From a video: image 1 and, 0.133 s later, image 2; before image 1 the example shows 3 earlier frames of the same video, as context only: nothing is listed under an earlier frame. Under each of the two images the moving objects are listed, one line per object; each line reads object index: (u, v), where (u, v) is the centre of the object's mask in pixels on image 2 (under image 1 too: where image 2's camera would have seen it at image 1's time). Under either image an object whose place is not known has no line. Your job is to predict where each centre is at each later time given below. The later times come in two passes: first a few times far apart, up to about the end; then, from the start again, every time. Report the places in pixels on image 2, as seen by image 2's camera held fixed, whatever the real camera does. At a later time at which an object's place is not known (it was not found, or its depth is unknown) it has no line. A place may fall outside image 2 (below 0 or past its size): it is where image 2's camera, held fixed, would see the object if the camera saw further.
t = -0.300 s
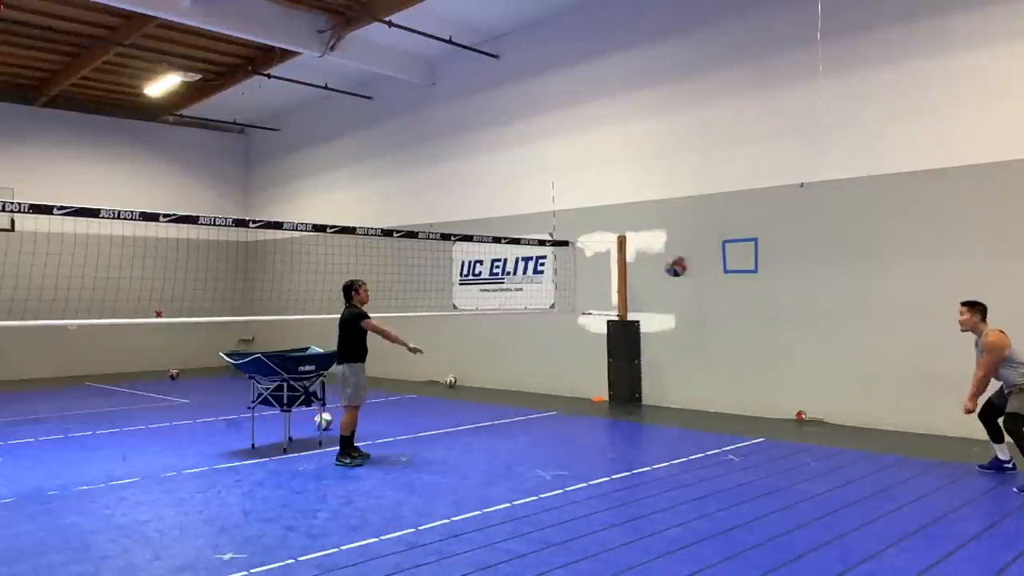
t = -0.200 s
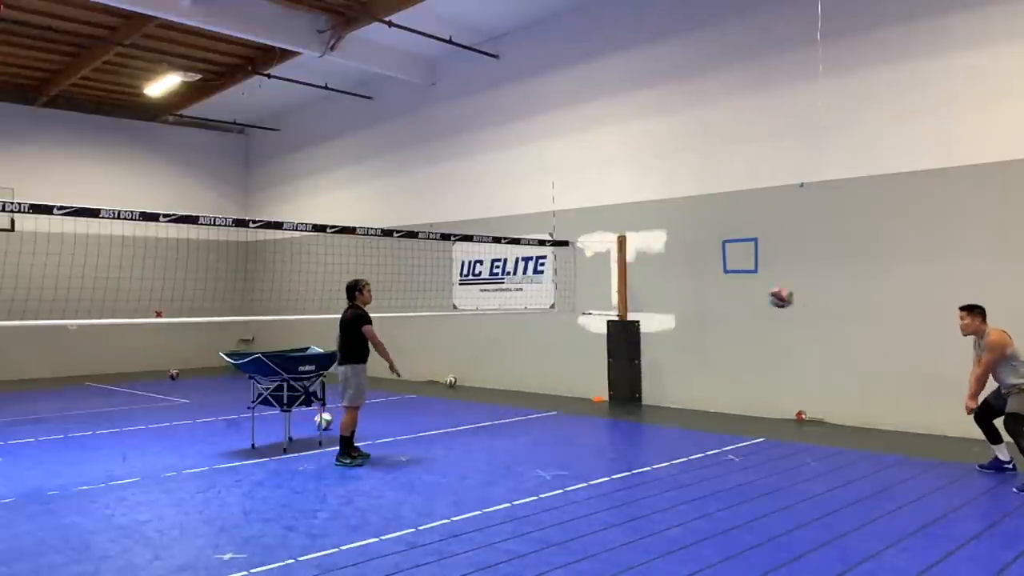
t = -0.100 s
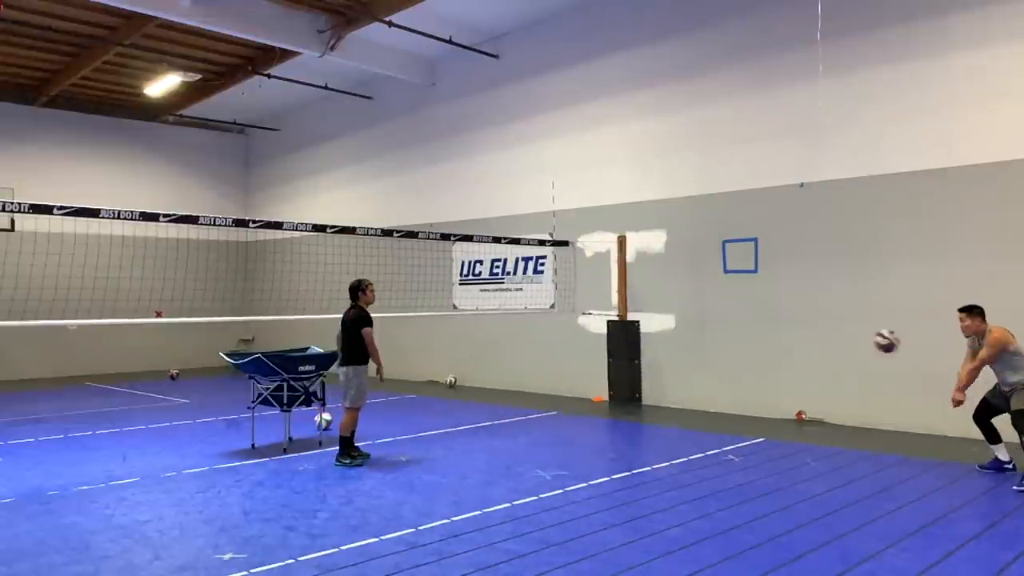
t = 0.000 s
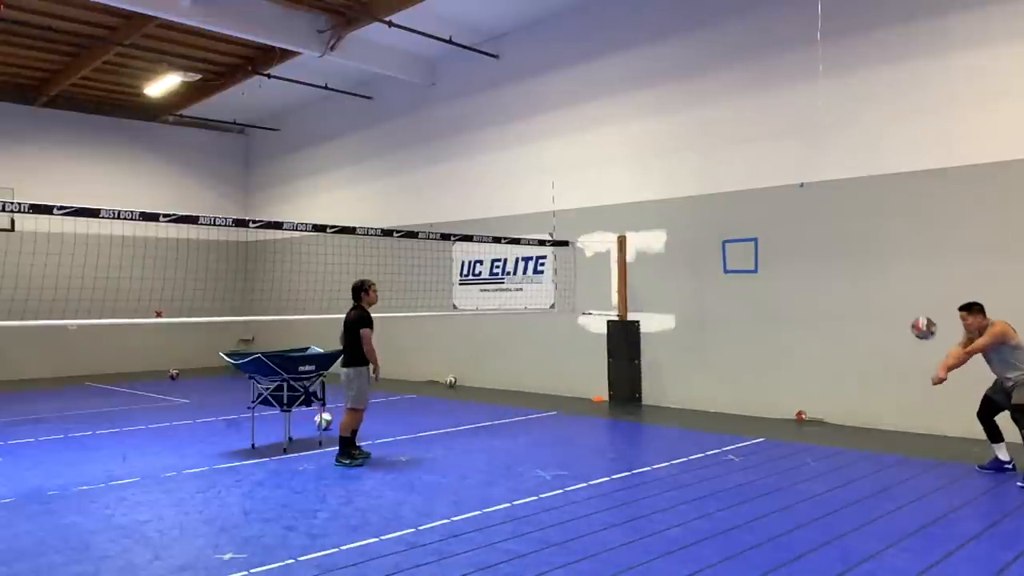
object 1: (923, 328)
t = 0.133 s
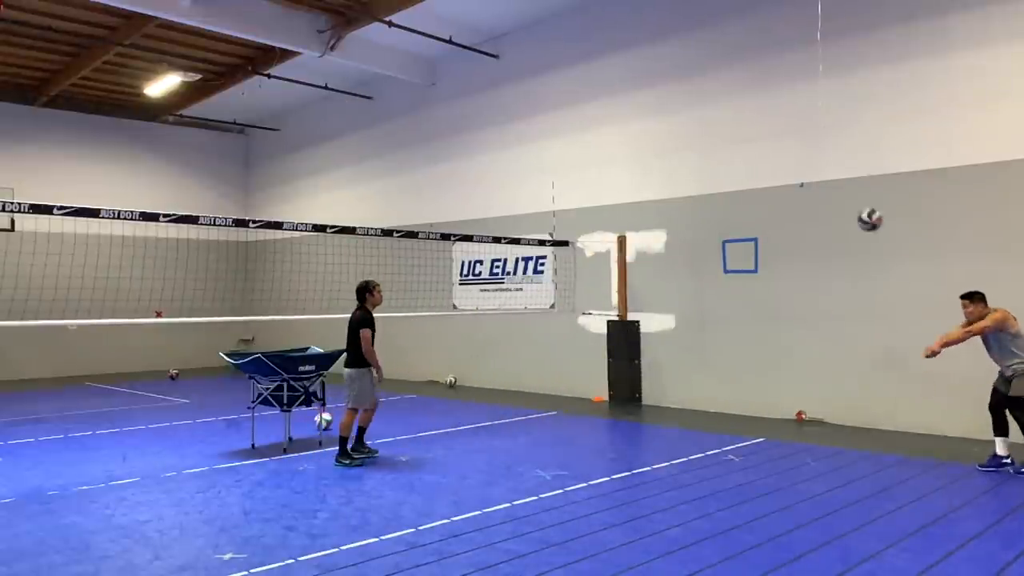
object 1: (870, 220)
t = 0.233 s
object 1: (831, 155)
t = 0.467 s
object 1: (750, 50)
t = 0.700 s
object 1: (673, 8)
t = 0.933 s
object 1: (601, 18)
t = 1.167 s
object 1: (533, 83)
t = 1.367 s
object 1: (479, 176)
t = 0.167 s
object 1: (856, 197)
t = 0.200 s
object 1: (844, 176)
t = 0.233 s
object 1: (831, 155)
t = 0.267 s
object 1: (818, 137)
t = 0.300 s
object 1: (806, 118)
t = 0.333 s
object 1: (794, 102)
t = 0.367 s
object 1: (783, 88)
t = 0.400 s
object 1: (771, 74)
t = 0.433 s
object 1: (761, 61)
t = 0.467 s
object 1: (750, 50)
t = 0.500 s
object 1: (738, 40)
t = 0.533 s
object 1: (727, 32)
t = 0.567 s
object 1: (716, 25)
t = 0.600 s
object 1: (704, 18)
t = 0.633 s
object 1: (693, 12)
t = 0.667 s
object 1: (682, 9)
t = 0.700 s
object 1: (673, 8)
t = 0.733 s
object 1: (661, 7)
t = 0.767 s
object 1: (651, 7)
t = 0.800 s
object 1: (641, 7)
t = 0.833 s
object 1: (630, 8)
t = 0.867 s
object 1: (620, 10)
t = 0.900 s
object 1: (611, 14)
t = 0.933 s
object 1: (601, 18)
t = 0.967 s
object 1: (591, 24)
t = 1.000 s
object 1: (581, 31)
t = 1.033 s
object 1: (572, 39)
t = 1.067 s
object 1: (562, 48)
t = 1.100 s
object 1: (553, 59)
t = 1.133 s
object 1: (543, 71)
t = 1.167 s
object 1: (533, 83)
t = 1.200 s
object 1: (524, 96)
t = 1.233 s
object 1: (515, 110)
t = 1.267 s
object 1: (506, 126)
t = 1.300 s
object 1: (497, 141)
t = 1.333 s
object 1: (488, 158)
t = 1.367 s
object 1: (479, 176)
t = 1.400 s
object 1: (470, 194)
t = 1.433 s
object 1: (461, 214)
